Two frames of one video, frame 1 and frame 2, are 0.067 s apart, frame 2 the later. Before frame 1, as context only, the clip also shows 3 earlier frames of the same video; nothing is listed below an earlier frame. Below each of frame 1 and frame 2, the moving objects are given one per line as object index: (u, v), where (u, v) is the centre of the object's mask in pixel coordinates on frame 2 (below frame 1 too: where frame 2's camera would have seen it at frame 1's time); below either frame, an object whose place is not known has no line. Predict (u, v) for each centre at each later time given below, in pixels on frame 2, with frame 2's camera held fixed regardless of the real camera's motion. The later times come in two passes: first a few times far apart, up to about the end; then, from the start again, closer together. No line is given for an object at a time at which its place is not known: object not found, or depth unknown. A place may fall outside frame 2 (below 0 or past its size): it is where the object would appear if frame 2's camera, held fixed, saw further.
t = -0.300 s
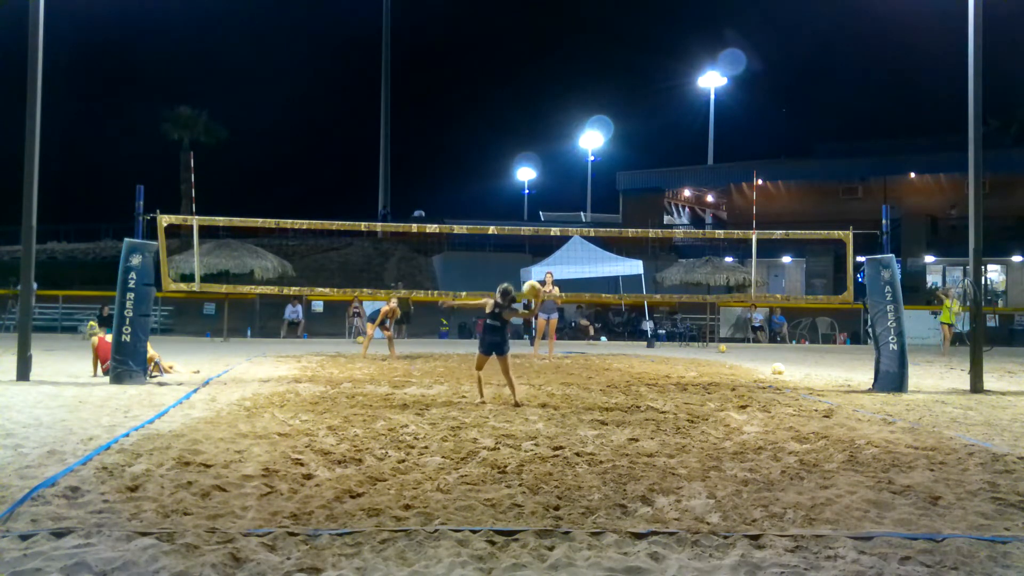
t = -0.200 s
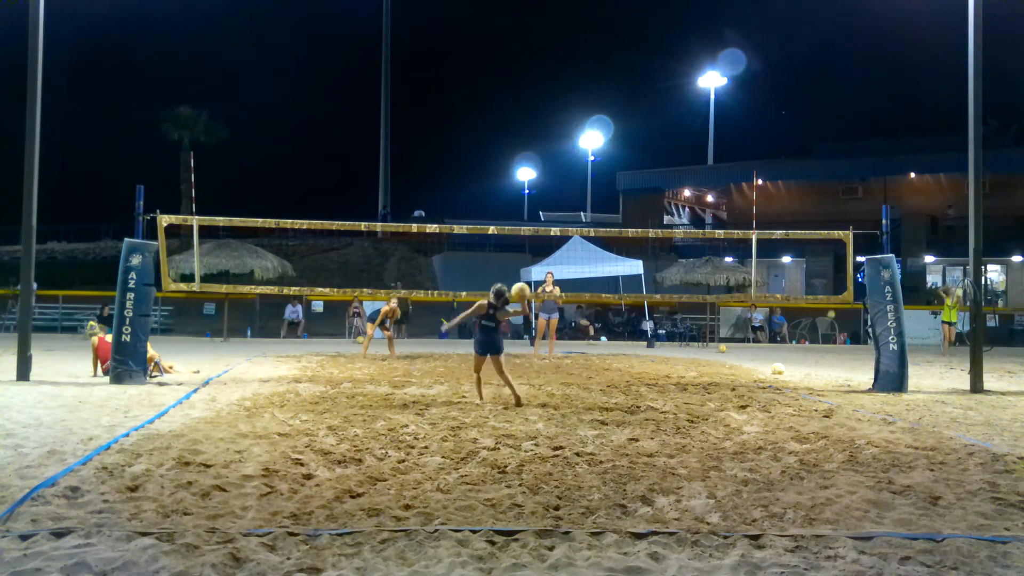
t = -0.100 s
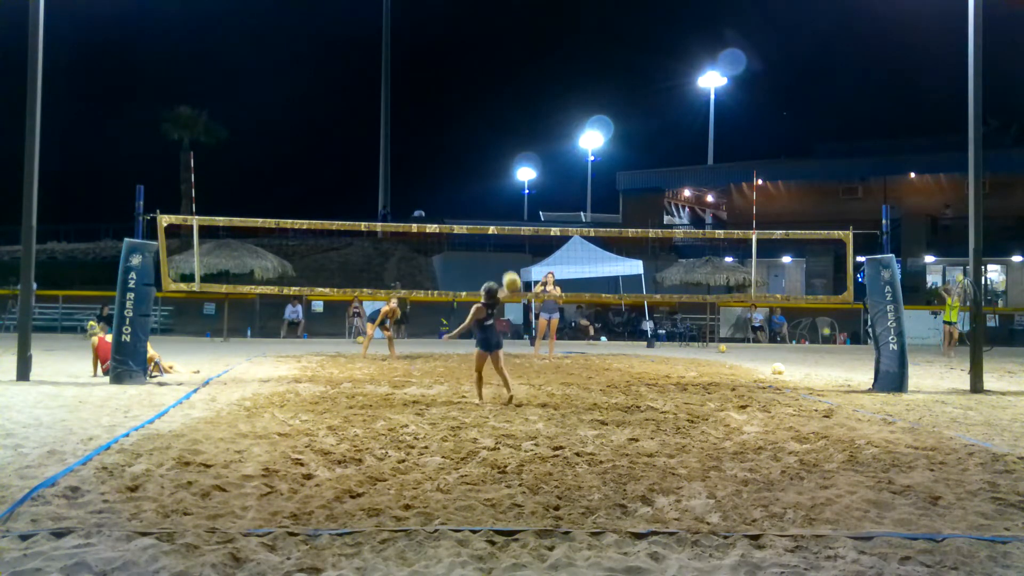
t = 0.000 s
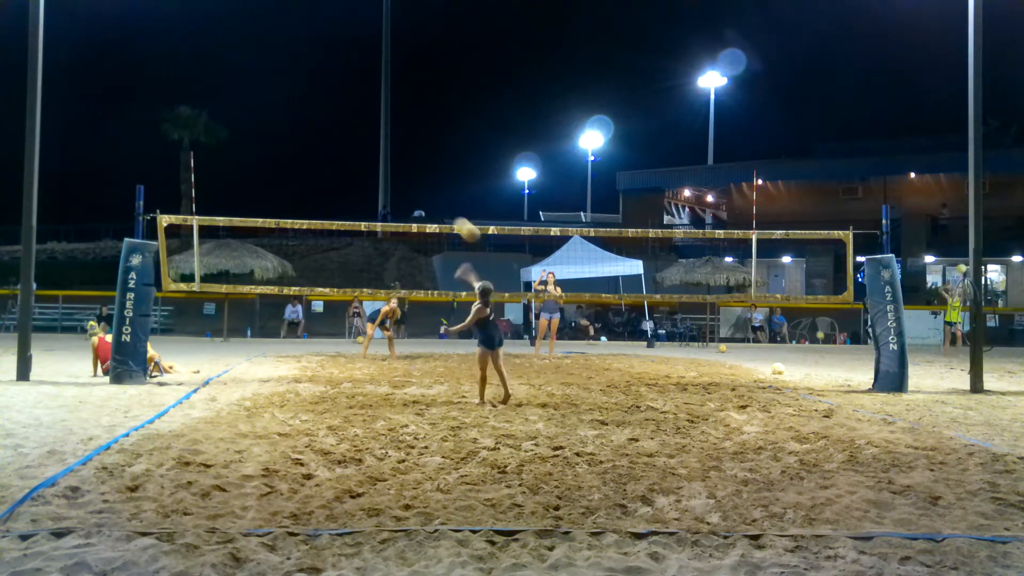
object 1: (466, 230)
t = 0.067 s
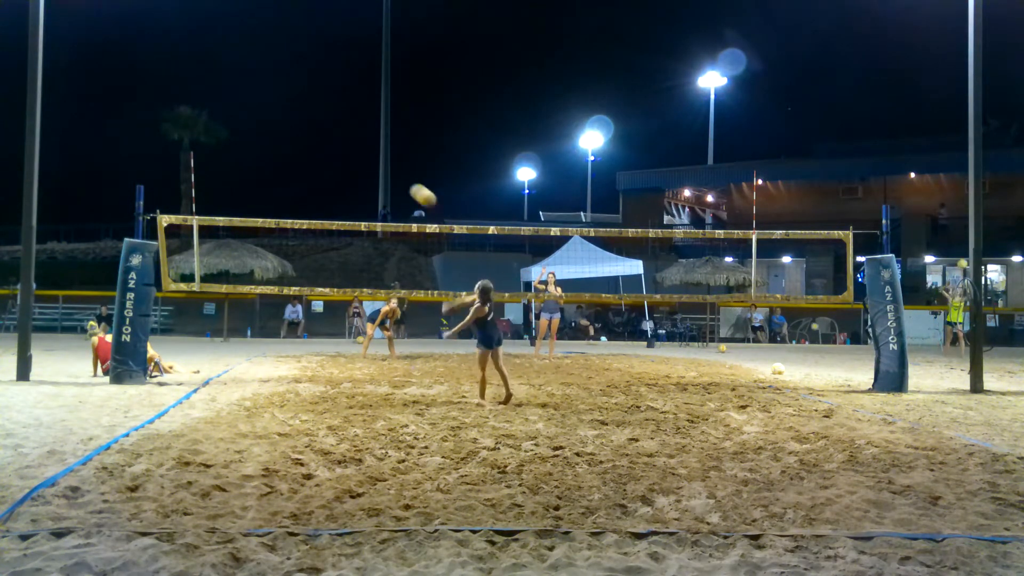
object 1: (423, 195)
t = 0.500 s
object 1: (199, 72)
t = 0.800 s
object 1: (81, 64)
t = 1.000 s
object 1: (10, 84)
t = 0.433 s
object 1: (228, 82)
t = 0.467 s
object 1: (213, 77)
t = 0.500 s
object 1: (199, 72)
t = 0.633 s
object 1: (144, 62)
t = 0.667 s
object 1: (131, 61)
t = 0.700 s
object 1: (118, 61)
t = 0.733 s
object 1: (106, 61)
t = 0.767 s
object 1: (94, 62)
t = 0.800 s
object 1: (81, 64)
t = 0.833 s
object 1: (69, 66)
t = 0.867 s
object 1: (57, 69)
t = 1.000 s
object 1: (10, 84)
